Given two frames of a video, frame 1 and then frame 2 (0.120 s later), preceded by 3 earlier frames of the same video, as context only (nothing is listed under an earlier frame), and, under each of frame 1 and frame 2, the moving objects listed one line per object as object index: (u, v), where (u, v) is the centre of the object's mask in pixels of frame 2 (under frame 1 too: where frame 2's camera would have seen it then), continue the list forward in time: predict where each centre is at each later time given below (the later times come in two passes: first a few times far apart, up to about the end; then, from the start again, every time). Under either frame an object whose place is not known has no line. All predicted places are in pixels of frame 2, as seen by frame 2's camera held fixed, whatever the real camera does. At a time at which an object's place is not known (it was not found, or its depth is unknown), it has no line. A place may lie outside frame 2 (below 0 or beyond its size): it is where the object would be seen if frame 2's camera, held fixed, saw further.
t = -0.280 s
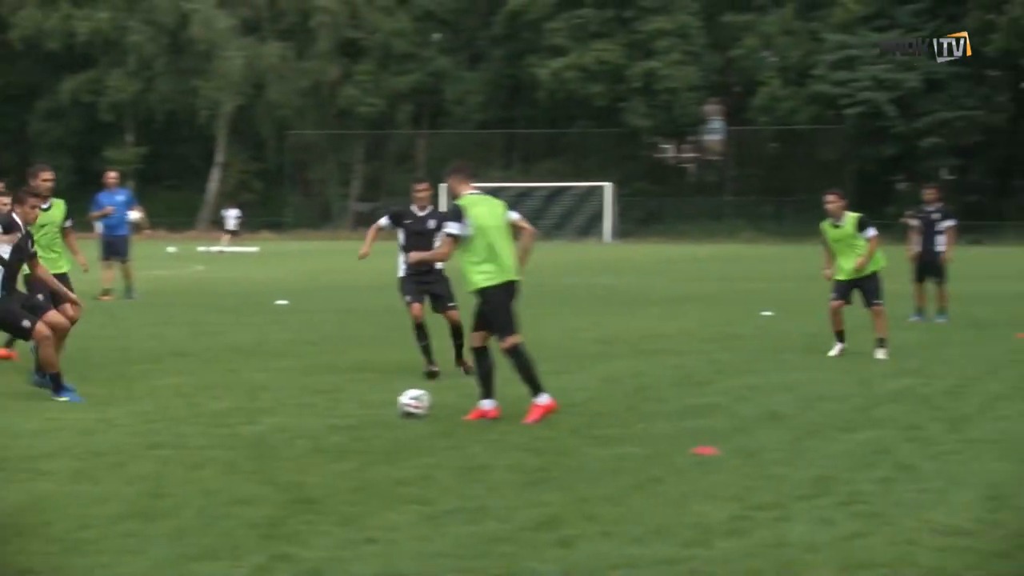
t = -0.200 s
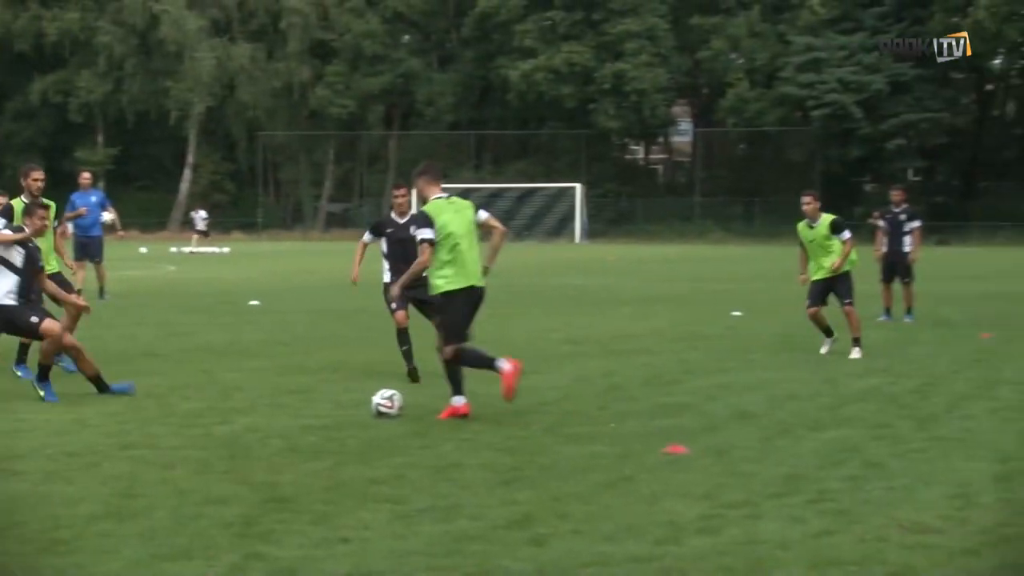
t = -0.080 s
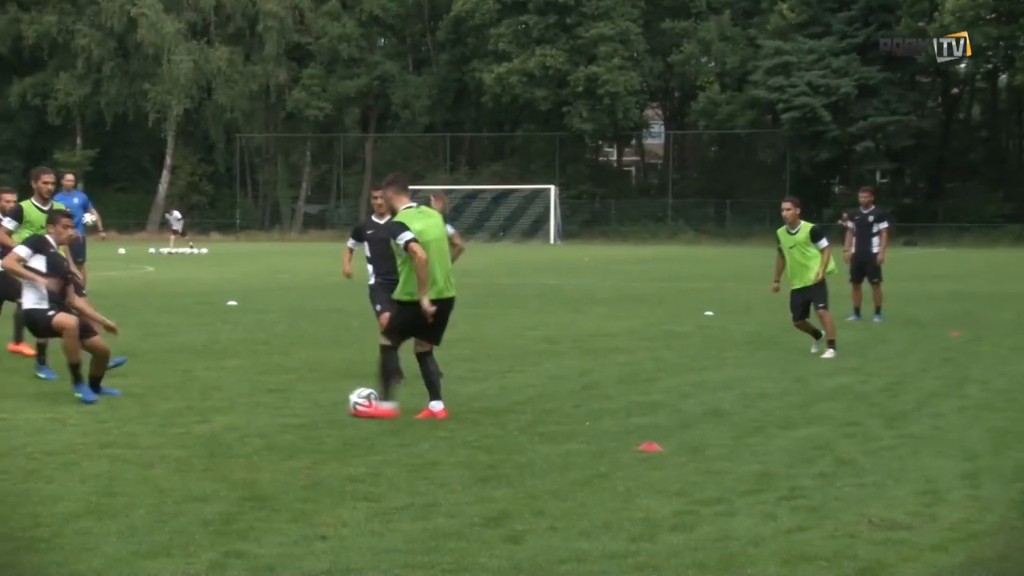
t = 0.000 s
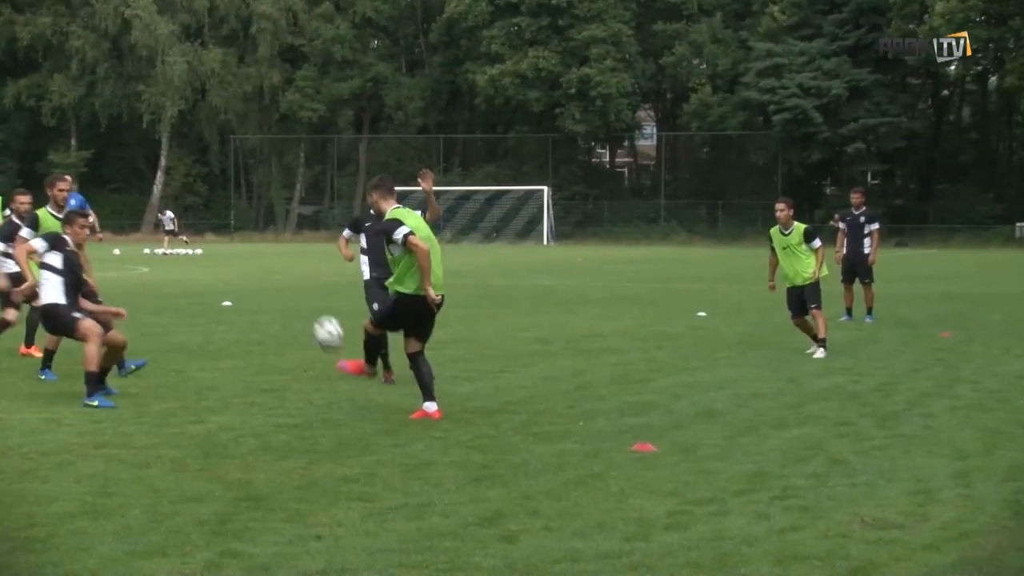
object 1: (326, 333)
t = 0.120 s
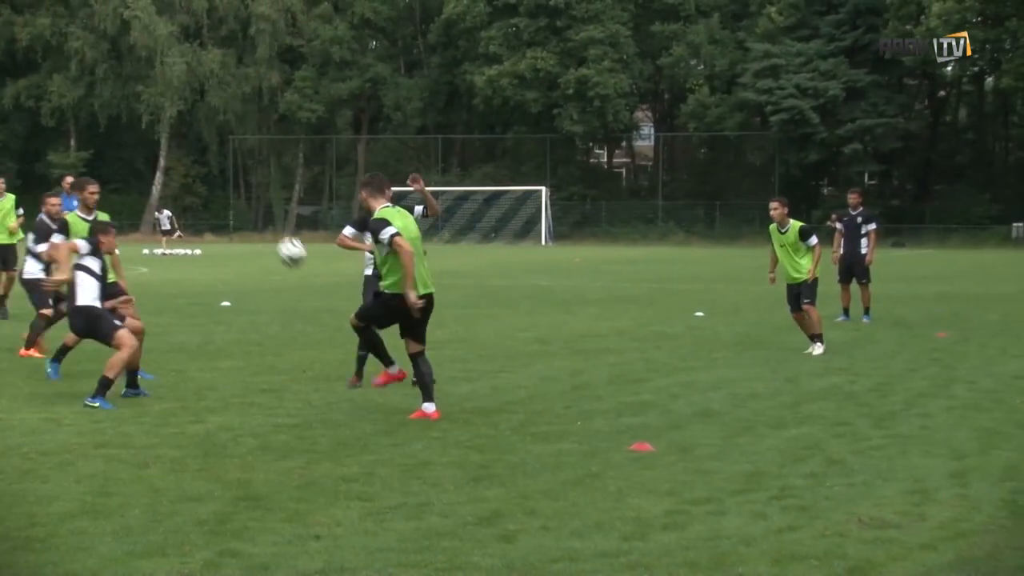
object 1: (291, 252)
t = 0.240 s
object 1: (265, 196)
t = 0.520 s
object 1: (236, 151)
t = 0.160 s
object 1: (281, 230)
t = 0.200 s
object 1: (273, 211)
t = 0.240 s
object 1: (265, 196)
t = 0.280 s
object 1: (259, 183)
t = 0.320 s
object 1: (255, 174)
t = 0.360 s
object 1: (249, 166)
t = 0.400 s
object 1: (244, 158)
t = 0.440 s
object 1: (241, 154)
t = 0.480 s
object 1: (238, 152)
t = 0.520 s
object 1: (236, 151)
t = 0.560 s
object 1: (234, 151)
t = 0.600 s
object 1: (233, 152)
